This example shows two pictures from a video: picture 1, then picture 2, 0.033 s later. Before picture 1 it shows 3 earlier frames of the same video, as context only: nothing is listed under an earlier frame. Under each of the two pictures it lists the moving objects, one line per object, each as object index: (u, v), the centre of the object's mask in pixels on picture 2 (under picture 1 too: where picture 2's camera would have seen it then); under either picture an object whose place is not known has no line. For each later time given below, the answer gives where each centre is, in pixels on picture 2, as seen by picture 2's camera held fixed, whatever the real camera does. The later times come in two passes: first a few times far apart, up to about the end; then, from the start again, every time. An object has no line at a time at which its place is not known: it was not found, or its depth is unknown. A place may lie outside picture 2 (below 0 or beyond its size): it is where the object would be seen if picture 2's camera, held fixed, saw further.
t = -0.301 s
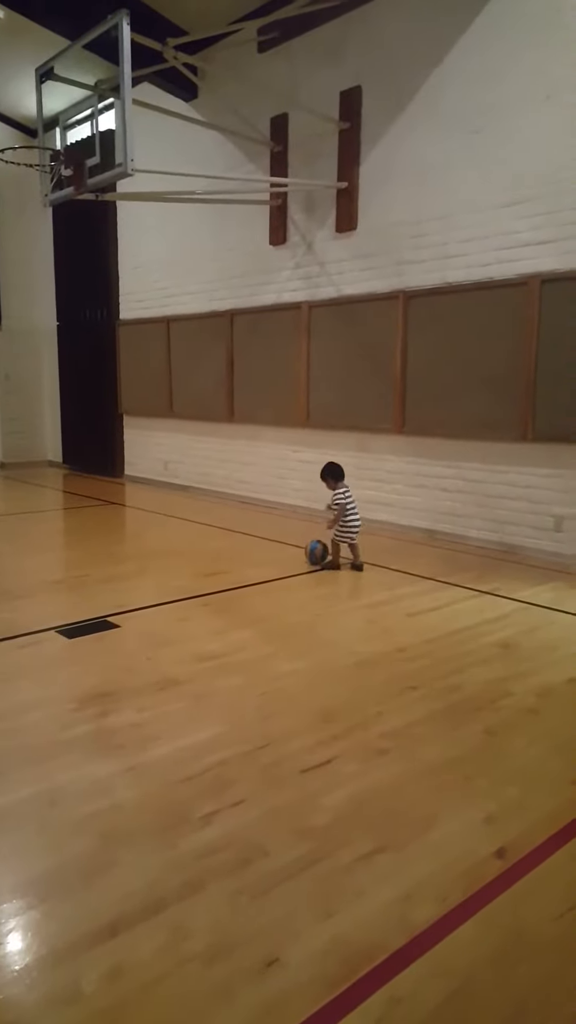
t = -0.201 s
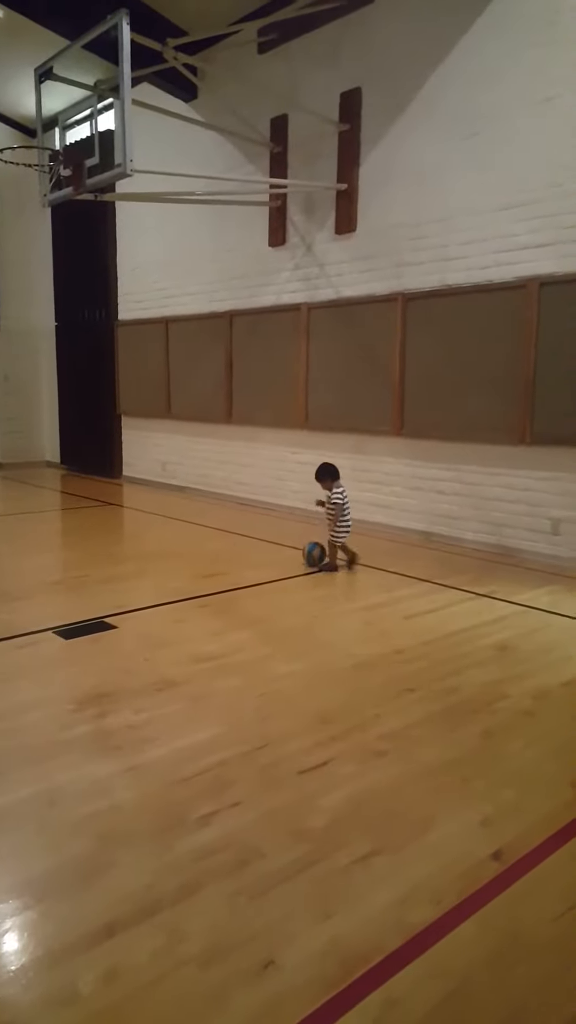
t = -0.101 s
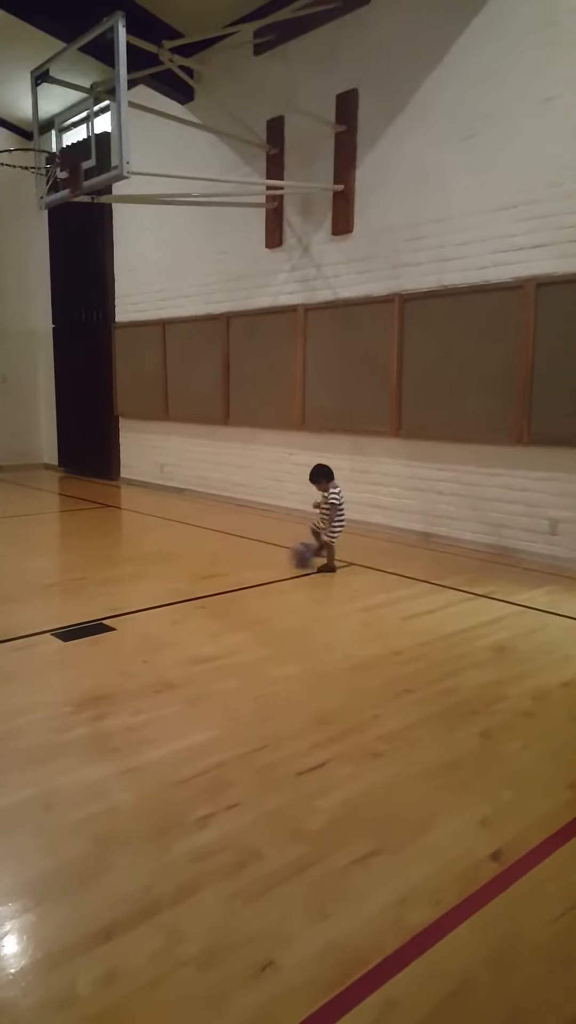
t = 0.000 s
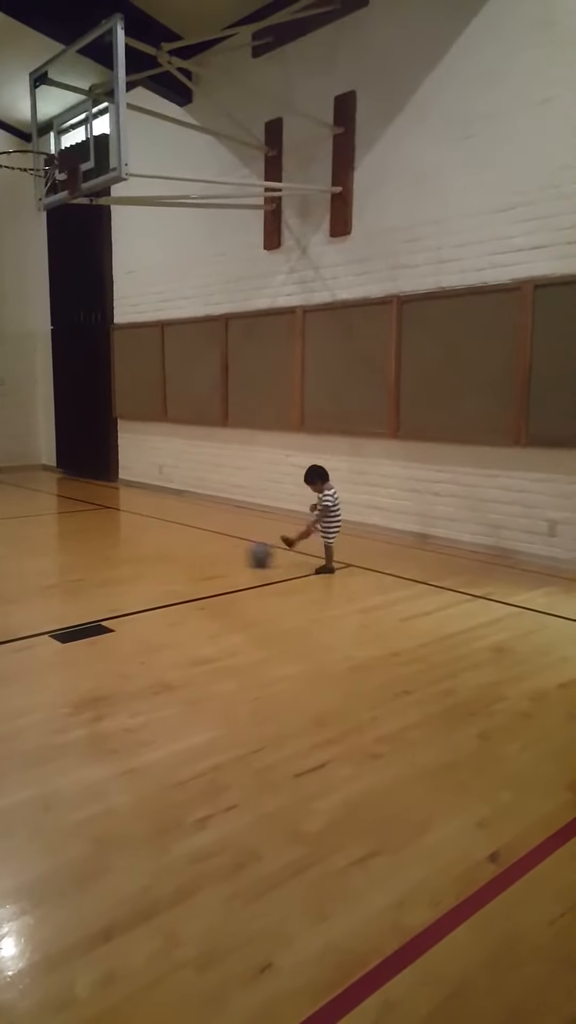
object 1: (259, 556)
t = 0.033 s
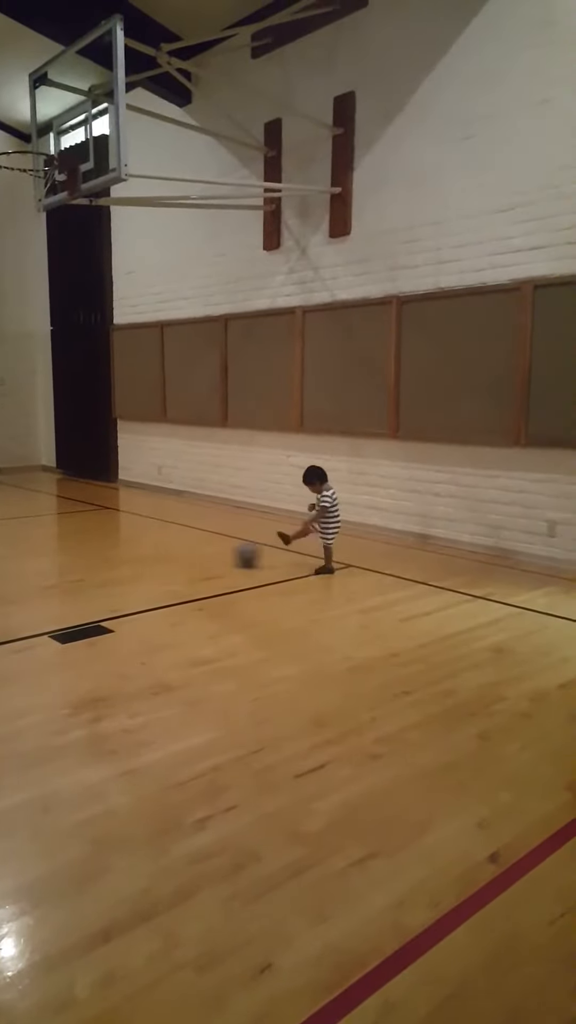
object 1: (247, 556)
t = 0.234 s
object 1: (183, 555)
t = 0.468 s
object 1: (116, 552)
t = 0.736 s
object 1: (46, 546)
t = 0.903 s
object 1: (5, 546)
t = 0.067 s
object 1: (234, 556)
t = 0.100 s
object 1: (223, 556)
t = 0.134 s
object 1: (212, 555)
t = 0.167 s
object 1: (202, 555)
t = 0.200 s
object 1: (193, 554)
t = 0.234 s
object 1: (183, 555)
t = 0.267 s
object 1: (173, 554)
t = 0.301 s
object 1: (164, 554)
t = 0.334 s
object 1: (154, 554)
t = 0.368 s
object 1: (145, 553)
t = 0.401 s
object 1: (135, 552)
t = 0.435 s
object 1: (126, 552)
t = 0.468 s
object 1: (116, 552)
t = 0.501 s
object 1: (107, 551)
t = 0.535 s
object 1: (99, 550)
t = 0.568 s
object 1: (89, 550)
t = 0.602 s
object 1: (80, 550)
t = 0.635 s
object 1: (71, 550)
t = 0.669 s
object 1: (65, 548)
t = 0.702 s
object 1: (56, 547)
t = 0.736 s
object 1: (46, 546)
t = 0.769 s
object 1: (38, 546)
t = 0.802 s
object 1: (32, 547)
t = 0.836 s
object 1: (21, 546)
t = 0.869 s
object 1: (13, 546)
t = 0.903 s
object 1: (5, 546)
